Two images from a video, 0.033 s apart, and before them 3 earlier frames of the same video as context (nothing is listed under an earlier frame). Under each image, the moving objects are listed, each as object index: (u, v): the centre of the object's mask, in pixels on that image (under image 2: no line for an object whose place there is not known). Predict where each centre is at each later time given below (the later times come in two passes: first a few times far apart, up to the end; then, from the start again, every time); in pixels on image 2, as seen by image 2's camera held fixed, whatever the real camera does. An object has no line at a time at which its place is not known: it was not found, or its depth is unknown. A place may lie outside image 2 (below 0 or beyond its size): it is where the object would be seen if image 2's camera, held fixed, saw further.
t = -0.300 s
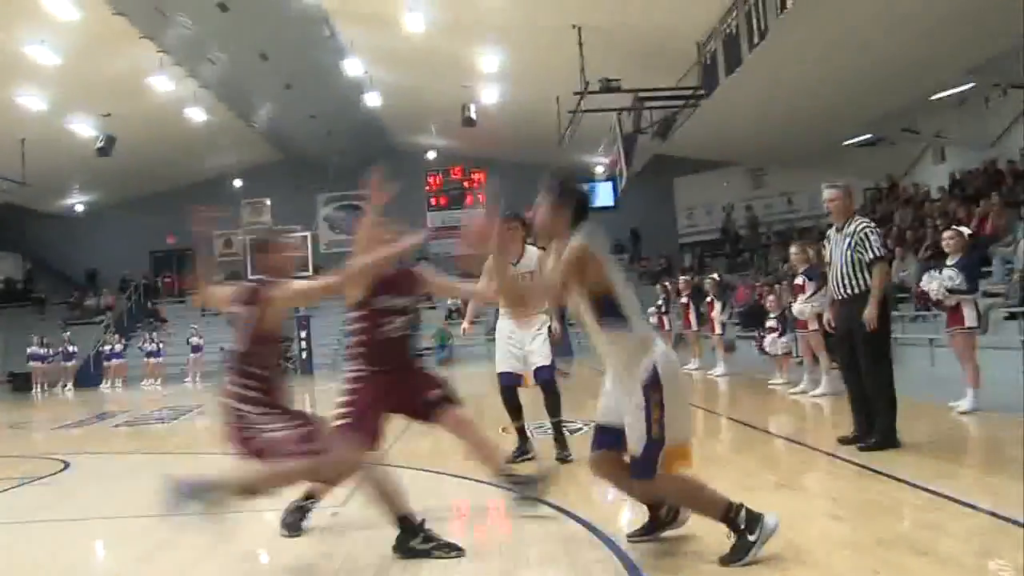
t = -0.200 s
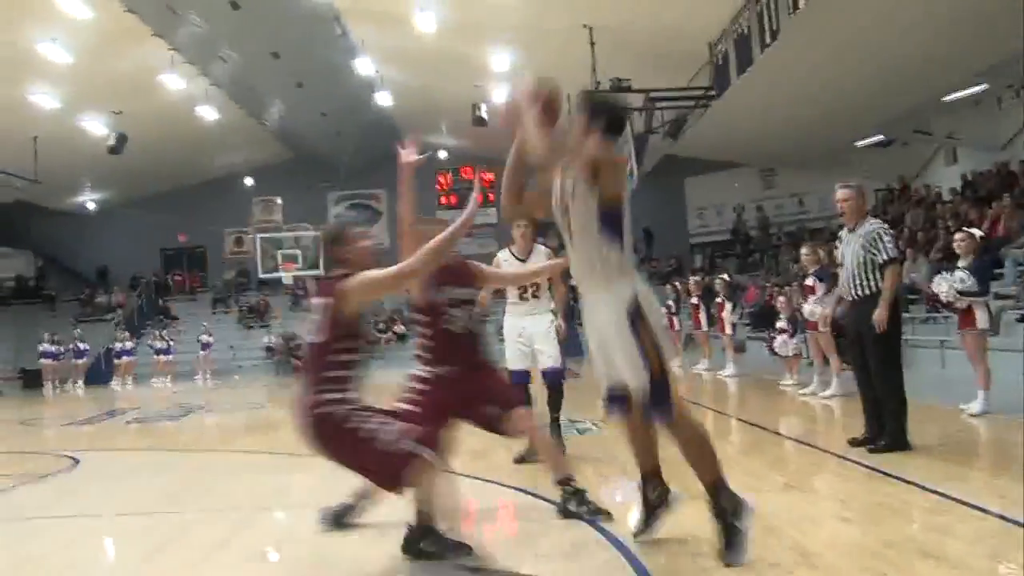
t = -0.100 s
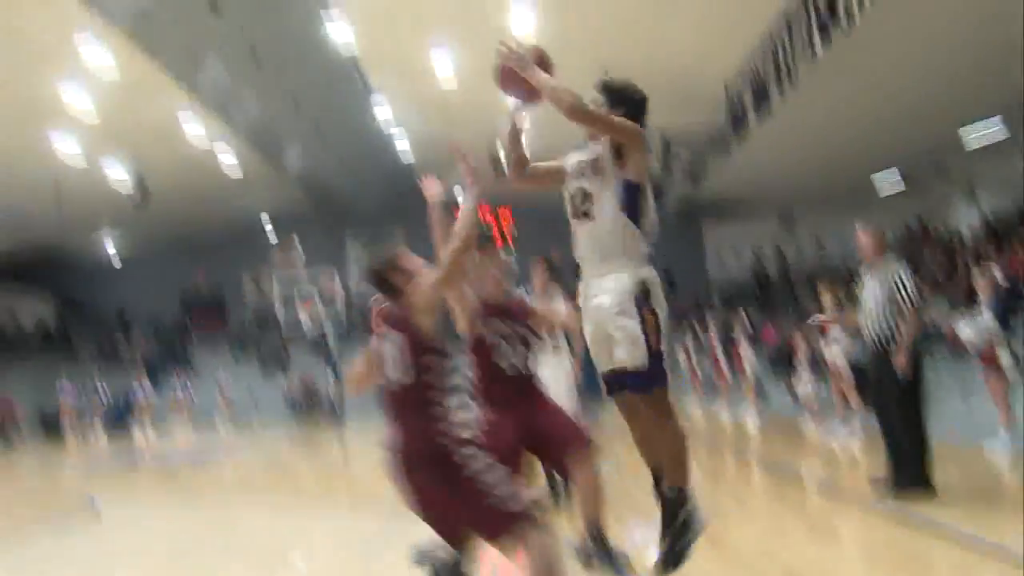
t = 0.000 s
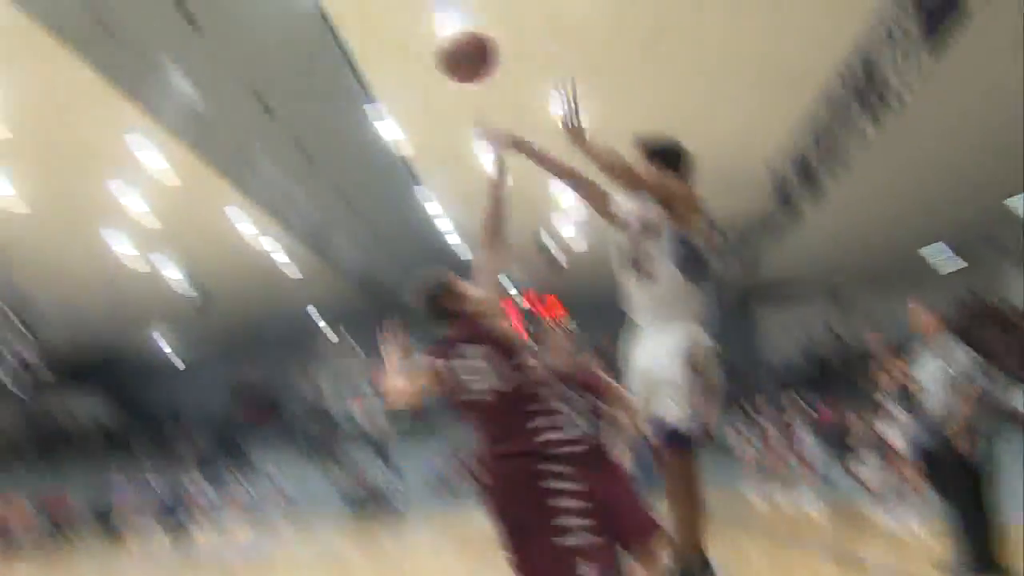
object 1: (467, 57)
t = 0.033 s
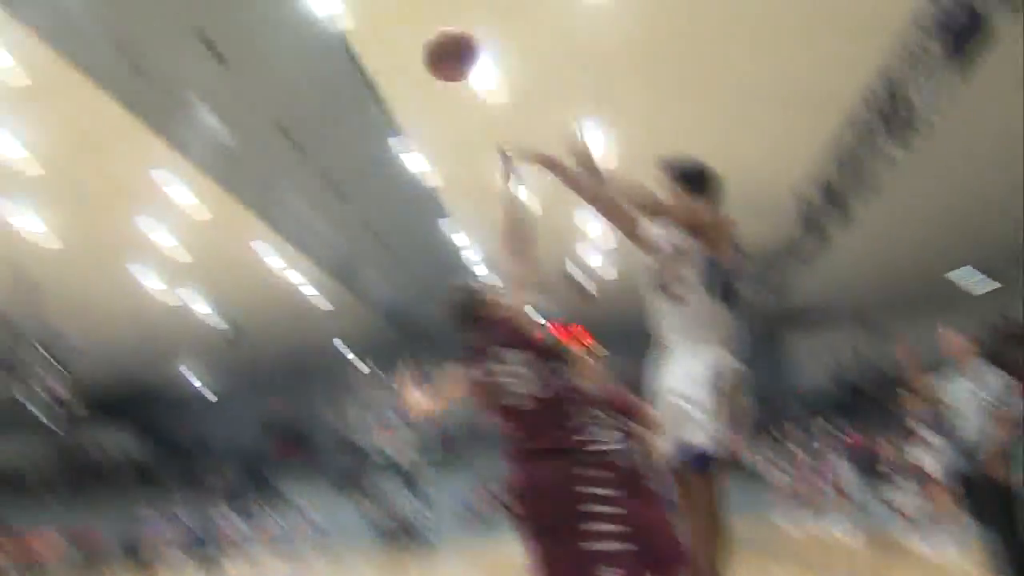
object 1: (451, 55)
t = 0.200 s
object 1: (269, -70)
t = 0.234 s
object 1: (238, -88)
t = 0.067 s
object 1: (414, 25)
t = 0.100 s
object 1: (377, -2)
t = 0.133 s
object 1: (340, -29)
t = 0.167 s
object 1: (303, -52)
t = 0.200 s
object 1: (269, -70)
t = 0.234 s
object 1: (238, -88)
